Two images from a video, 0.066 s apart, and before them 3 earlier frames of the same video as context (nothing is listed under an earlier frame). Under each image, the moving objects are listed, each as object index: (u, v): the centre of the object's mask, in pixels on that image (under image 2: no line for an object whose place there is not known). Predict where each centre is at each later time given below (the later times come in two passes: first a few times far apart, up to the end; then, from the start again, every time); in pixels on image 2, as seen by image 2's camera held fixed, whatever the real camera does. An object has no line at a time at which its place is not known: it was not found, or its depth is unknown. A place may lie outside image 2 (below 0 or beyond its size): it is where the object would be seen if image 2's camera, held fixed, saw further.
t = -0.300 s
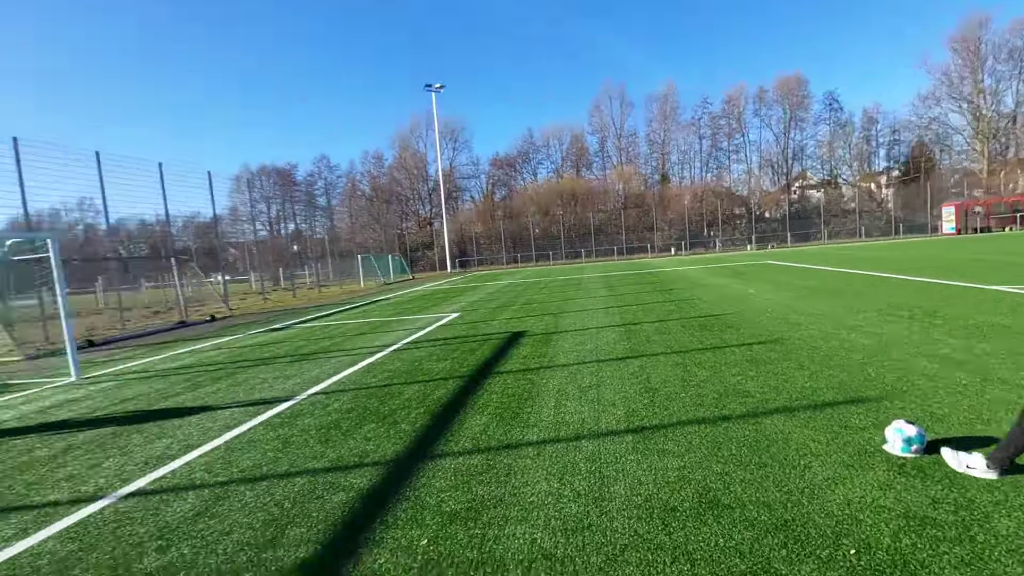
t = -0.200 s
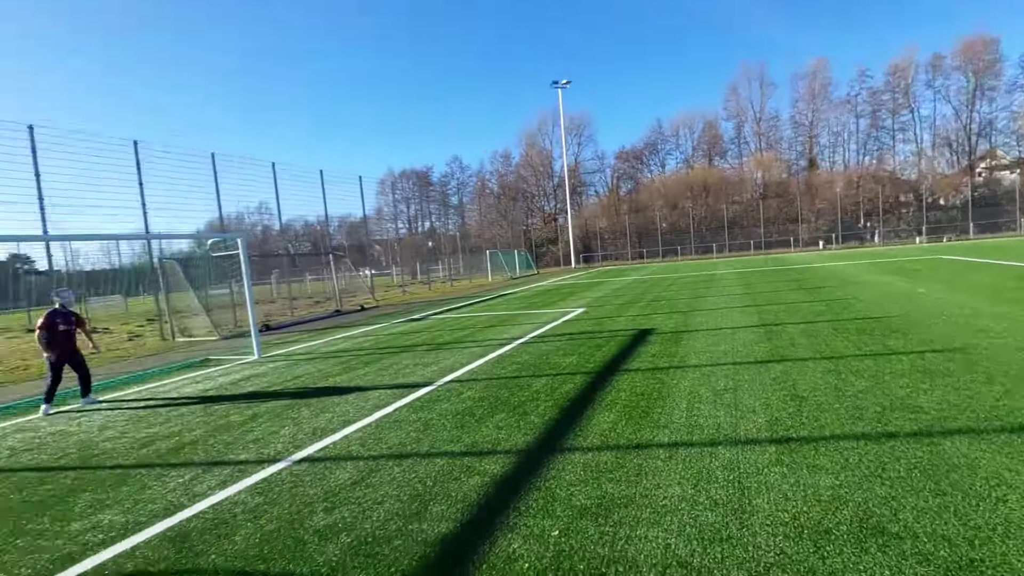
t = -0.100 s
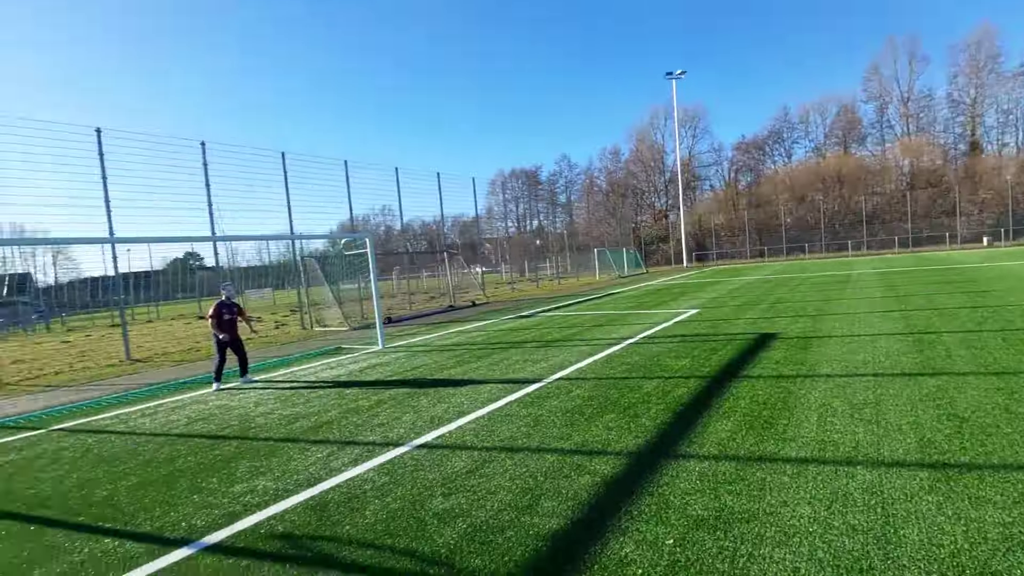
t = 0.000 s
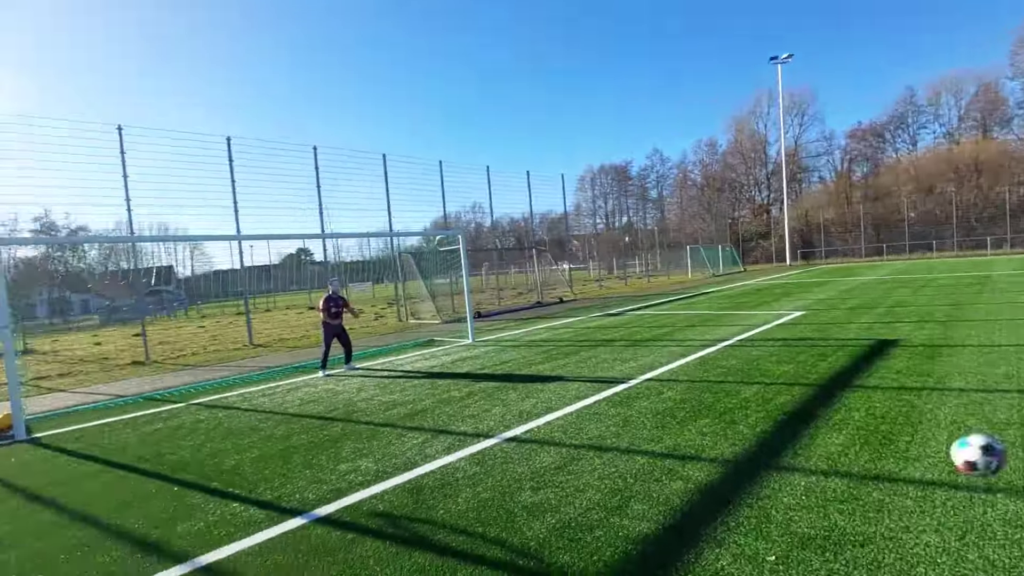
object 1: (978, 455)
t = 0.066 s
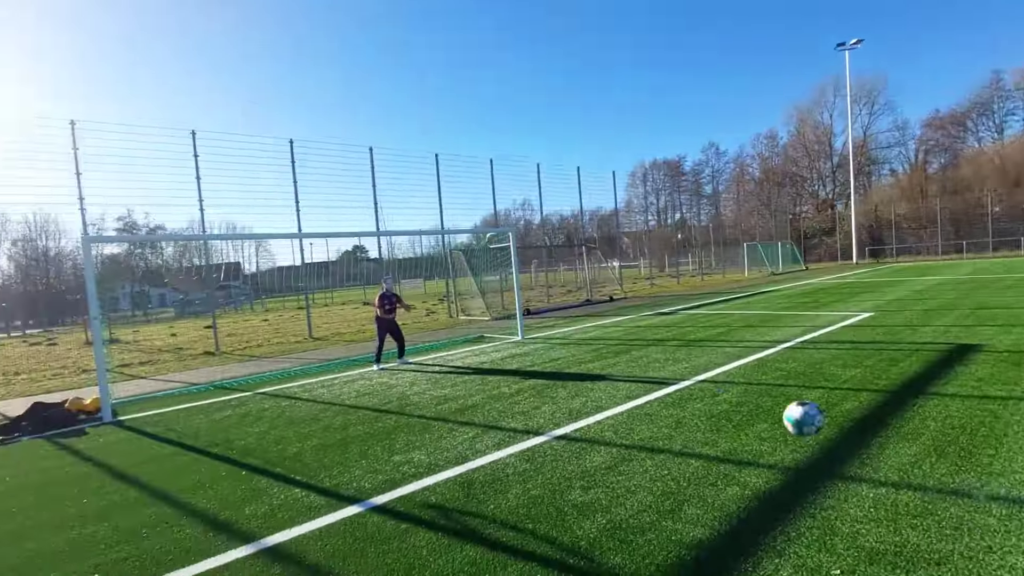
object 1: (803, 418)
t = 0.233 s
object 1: (486, 378)
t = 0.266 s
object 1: (449, 376)
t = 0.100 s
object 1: (712, 403)
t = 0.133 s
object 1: (638, 392)
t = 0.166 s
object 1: (579, 384)
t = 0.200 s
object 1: (529, 380)
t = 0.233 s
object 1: (486, 378)
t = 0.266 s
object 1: (449, 376)
